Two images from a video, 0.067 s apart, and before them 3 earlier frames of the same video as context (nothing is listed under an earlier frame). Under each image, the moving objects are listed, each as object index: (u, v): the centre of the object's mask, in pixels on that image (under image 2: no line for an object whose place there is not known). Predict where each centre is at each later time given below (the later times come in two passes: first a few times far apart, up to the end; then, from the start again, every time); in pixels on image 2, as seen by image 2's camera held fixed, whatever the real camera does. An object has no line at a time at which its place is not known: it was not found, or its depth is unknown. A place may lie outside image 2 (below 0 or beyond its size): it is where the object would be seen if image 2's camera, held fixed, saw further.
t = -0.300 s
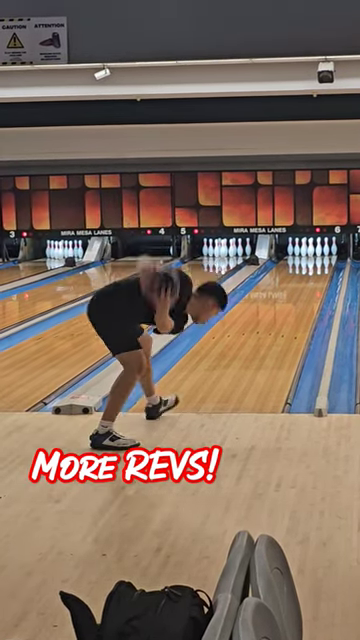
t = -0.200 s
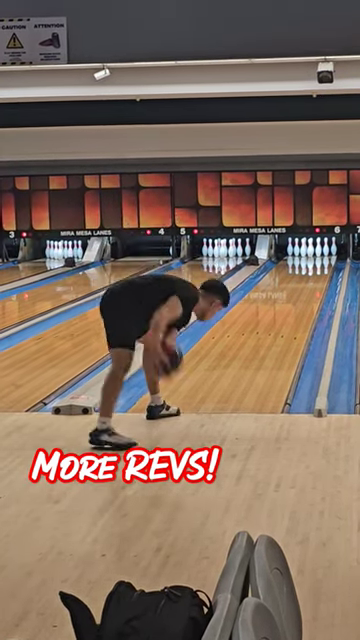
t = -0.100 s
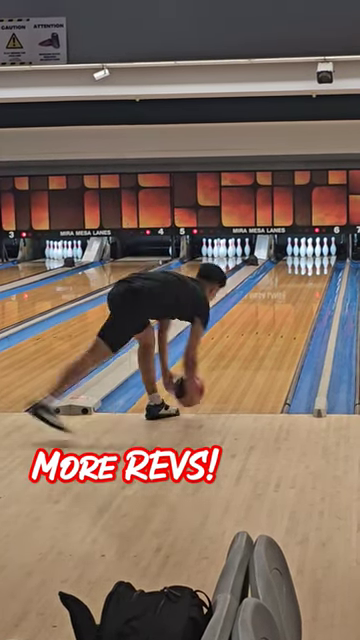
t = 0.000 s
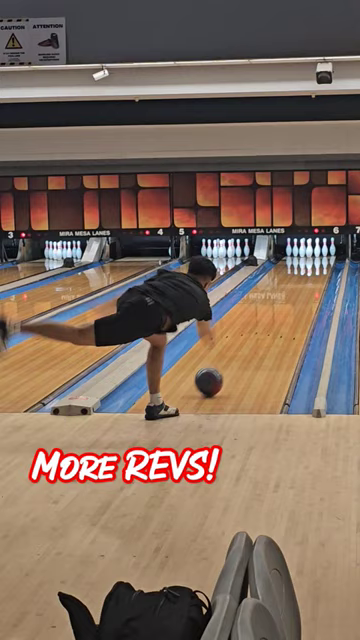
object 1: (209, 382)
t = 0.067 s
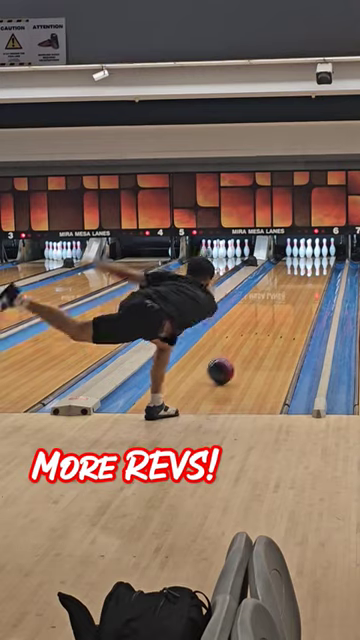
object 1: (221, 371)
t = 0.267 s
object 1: (249, 343)
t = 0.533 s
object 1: (276, 316)
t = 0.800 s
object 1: (295, 298)
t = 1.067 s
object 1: (308, 284)
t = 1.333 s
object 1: (317, 272)
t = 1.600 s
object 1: (321, 264)
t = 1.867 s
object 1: (317, 257)
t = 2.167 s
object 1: (310, 252)
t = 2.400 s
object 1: (310, 251)
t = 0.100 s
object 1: (226, 365)
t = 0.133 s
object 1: (231, 361)
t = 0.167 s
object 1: (235, 356)
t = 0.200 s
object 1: (240, 352)
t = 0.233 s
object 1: (244, 347)
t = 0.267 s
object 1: (249, 343)
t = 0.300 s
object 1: (253, 340)
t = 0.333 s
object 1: (257, 336)
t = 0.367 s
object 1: (260, 332)
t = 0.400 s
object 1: (264, 329)
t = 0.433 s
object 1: (267, 325)
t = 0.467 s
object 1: (270, 322)
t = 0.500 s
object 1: (273, 319)
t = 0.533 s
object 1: (276, 316)
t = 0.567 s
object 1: (279, 314)
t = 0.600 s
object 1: (281, 311)
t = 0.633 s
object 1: (284, 309)
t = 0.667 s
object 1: (286, 306)
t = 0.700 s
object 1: (288, 304)
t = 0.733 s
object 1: (290, 302)
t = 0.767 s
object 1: (293, 300)
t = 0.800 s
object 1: (295, 298)
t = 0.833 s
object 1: (297, 297)
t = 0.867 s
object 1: (299, 295)
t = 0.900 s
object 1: (300, 293)
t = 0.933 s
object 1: (302, 291)
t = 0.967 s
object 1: (304, 289)
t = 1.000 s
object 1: (305, 287)
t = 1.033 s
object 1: (307, 286)
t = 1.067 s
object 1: (308, 284)
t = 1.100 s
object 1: (310, 282)
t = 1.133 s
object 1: (311, 281)
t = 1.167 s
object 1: (312, 279)
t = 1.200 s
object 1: (313, 278)
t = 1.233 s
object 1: (314, 276)
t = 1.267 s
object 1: (315, 275)
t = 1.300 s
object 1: (316, 273)
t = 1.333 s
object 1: (317, 272)
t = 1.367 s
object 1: (318, 271)
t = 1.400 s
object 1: (318, 270)
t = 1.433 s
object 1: (319, 269)
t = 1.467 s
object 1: (320, 268)
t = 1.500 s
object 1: (320, 267)
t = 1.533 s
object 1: (320, 266)
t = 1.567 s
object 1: (321, 265)
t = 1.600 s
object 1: (321, 264)
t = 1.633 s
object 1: (321, 263)
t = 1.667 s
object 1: (321, 262)
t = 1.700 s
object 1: (320, 261)
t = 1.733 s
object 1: (320, 260)
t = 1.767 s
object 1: (320, 259)
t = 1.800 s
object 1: (319, 259)
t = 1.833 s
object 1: (318, 258)
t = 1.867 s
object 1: (317, 257)
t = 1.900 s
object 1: (317, 256)
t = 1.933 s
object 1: (316, 256)
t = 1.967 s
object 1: (315, 255)
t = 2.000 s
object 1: (314, 254)
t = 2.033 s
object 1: (312, 254)
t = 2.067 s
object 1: (312, 253)
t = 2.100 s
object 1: (312, 253)
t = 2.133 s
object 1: (312, 253)
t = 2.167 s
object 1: (310, 252)
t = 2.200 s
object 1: (310, 251)
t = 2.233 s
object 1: (310, 252)
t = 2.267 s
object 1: (310, 251)
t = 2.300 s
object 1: (310, 251)
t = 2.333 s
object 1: (310, 251)
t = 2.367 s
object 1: (310, 250)
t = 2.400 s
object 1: (310, 251)
